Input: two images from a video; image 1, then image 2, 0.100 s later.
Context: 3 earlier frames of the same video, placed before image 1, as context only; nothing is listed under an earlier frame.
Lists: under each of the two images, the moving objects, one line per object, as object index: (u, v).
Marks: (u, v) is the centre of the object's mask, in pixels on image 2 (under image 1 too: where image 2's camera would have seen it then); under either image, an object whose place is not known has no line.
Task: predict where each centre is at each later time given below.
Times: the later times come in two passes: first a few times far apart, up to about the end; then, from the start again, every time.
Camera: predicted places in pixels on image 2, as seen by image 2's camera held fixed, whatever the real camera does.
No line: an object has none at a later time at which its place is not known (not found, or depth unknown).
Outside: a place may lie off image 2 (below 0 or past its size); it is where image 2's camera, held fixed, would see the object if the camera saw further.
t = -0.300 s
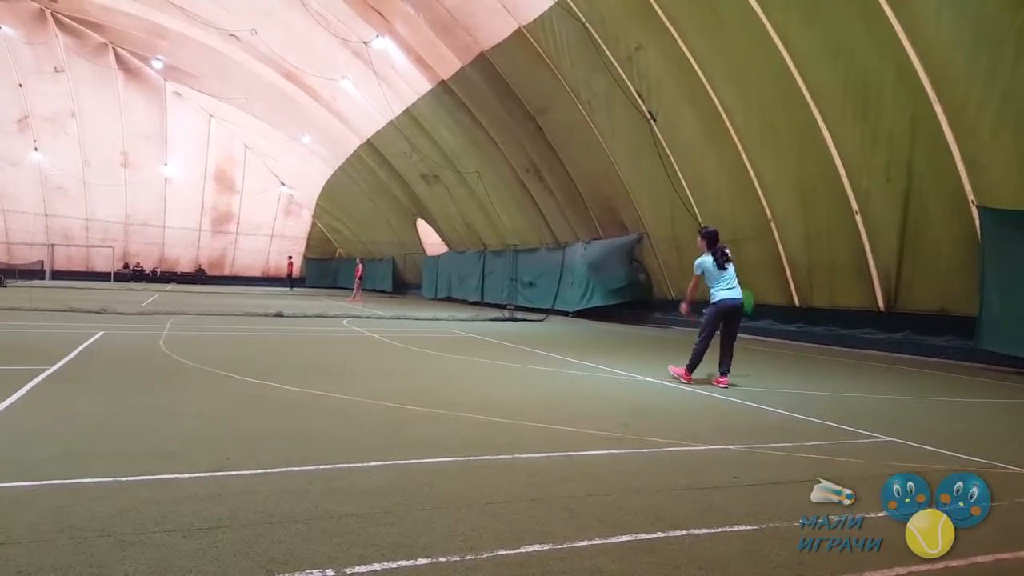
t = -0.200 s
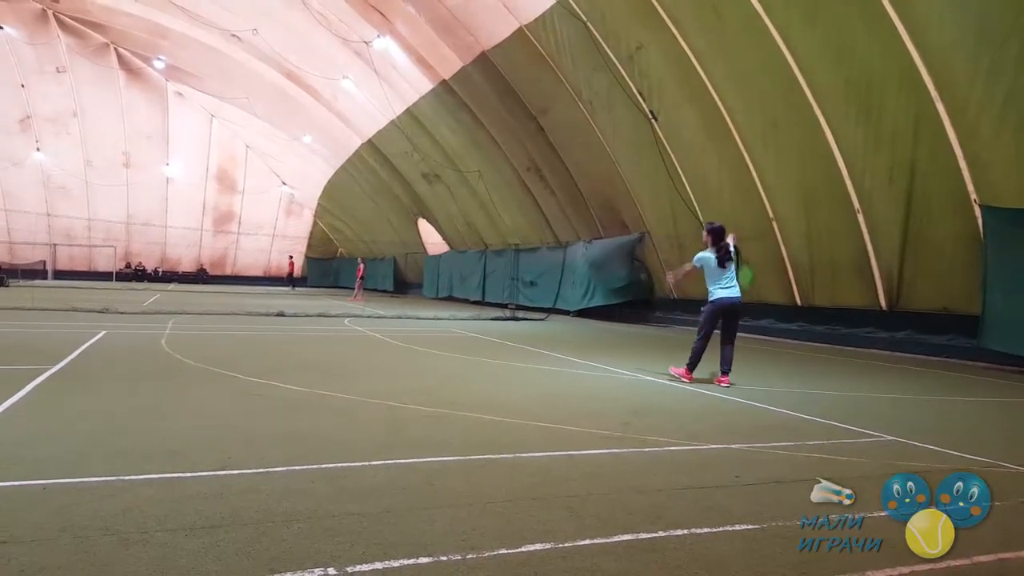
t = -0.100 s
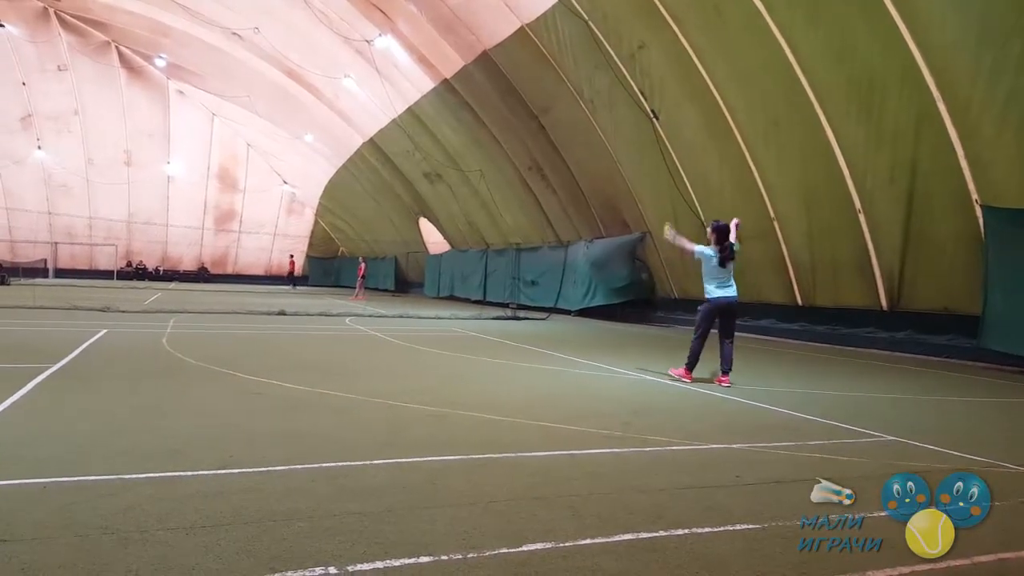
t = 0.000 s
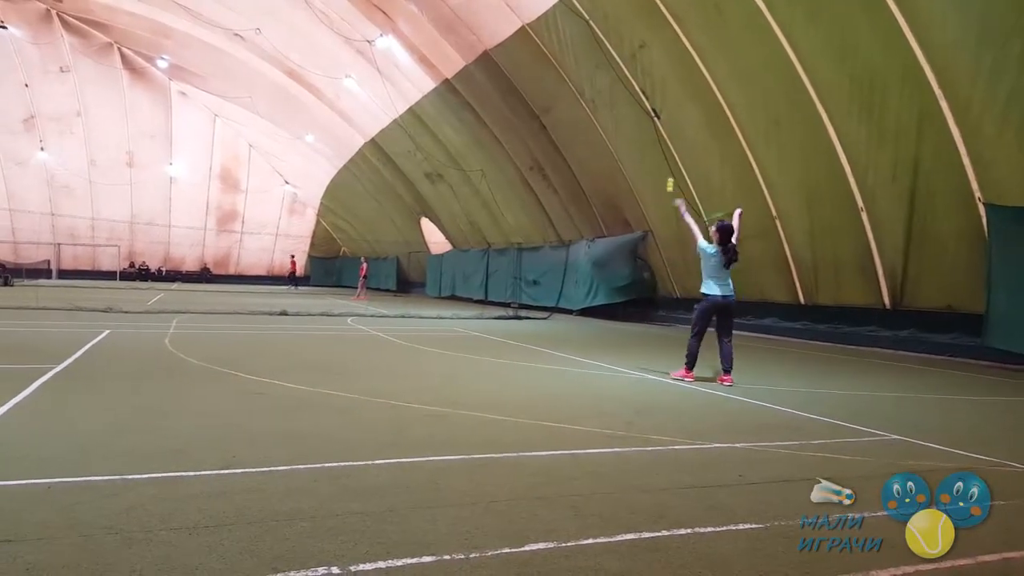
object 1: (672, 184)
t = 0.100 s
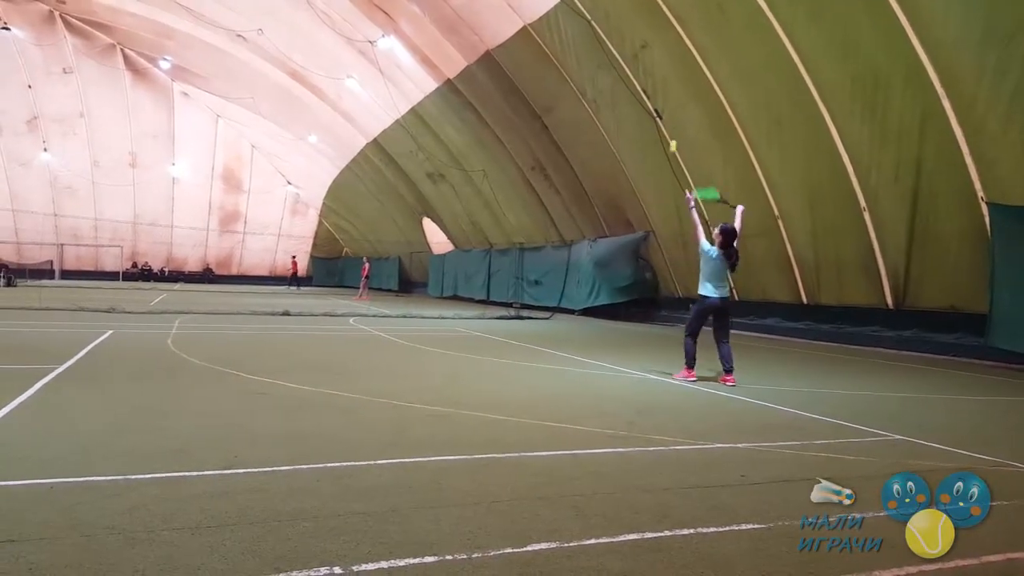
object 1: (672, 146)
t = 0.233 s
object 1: (674, 109)
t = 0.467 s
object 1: (673, 84)
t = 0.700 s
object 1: (669, 112)
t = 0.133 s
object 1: (673, 136)
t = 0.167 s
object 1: (673, 125)
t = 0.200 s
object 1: (673, 117)
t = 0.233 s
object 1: (674, 109)
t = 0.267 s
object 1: (673, 103)
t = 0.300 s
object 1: (673, 97)
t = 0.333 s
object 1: (673, 92)
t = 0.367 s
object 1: (673, 89)
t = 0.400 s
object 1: (673, 86)
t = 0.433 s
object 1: (673, 85)
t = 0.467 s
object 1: (673, 84)
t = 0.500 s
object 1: (672, 85)
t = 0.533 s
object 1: (672, 86)
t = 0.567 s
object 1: (672, 89)
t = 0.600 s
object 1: (671, 93)
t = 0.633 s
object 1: (670, 98)
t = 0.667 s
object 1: (670, 104)
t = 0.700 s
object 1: (669, 112)
